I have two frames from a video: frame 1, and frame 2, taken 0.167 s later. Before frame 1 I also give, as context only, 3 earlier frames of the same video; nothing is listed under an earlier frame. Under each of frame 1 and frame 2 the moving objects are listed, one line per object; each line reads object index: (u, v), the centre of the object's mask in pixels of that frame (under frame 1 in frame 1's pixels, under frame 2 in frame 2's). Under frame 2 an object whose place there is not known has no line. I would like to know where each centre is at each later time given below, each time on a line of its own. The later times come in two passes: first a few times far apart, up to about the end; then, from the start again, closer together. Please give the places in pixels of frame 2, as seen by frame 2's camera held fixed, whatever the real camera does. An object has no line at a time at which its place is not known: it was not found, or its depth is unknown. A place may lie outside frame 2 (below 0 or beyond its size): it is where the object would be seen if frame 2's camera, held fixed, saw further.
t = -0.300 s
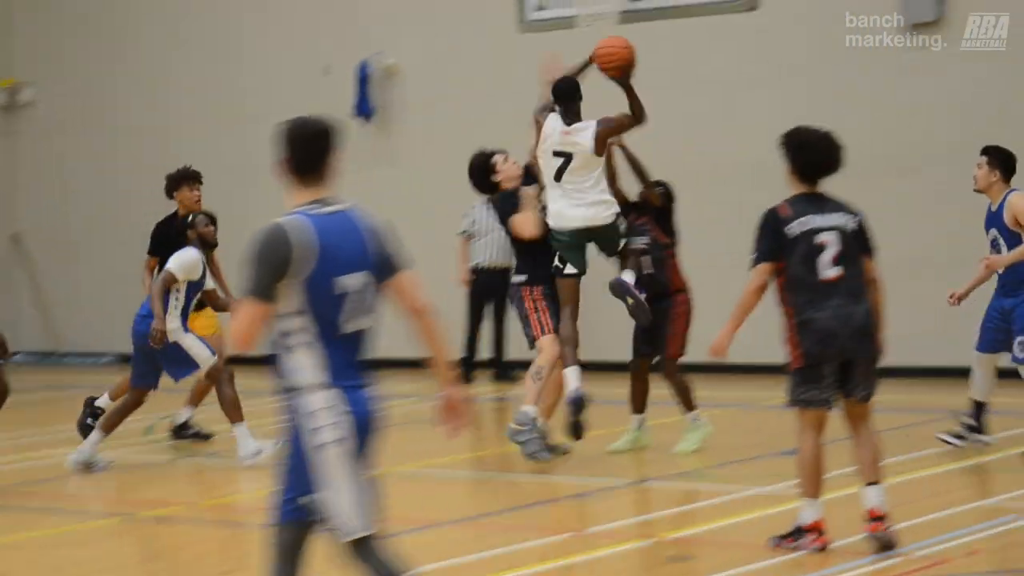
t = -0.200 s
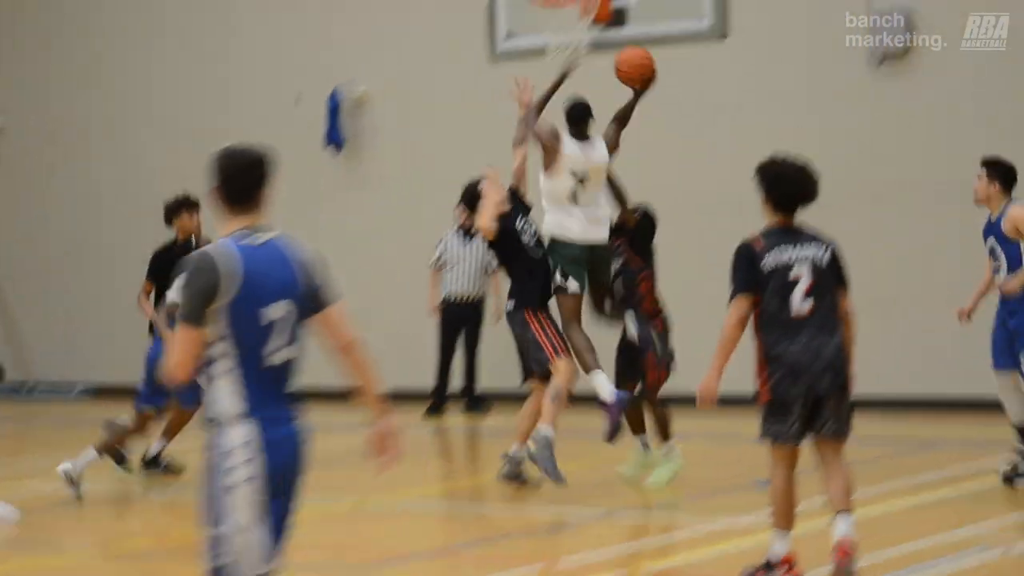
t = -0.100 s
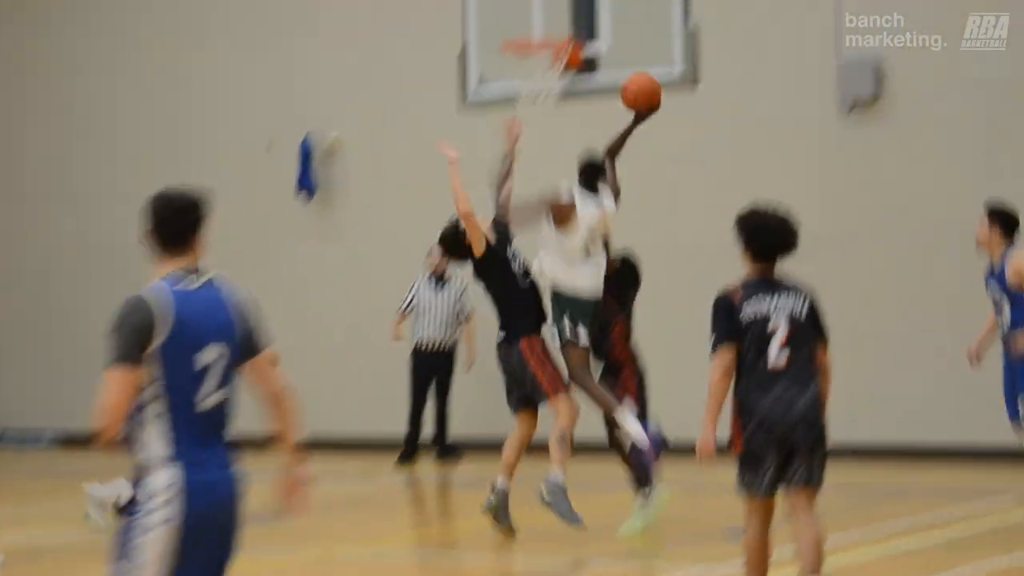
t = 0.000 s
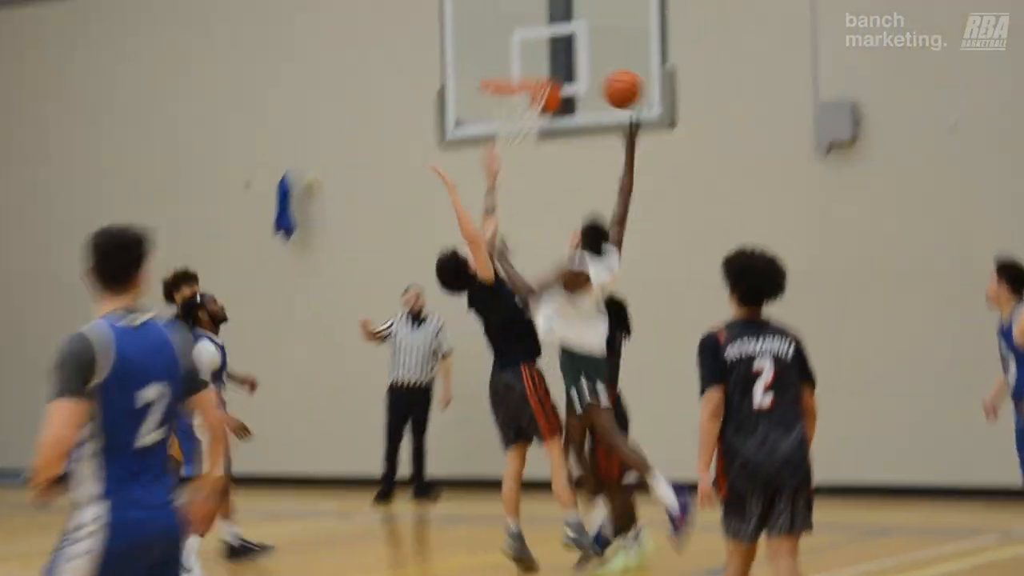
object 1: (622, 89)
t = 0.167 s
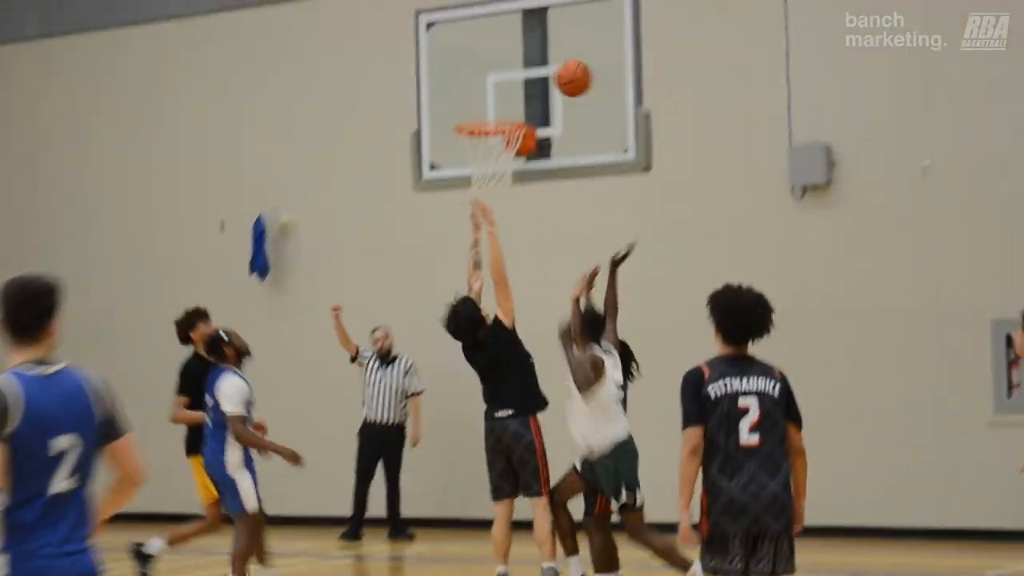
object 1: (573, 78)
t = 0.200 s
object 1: (568, 75)
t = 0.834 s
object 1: (491, 165)
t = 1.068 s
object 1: (479, 197)
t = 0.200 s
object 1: (568, 75)
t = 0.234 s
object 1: (563, 74)
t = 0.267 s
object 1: (557, 73)
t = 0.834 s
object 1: (491, 165)
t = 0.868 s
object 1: (488, 171)
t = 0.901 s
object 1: (486, 174)
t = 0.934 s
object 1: (483, 177)
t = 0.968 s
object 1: (483, 180)
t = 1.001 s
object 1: (480, 185)
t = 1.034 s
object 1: (480, 192)
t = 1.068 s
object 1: (479, 197)
